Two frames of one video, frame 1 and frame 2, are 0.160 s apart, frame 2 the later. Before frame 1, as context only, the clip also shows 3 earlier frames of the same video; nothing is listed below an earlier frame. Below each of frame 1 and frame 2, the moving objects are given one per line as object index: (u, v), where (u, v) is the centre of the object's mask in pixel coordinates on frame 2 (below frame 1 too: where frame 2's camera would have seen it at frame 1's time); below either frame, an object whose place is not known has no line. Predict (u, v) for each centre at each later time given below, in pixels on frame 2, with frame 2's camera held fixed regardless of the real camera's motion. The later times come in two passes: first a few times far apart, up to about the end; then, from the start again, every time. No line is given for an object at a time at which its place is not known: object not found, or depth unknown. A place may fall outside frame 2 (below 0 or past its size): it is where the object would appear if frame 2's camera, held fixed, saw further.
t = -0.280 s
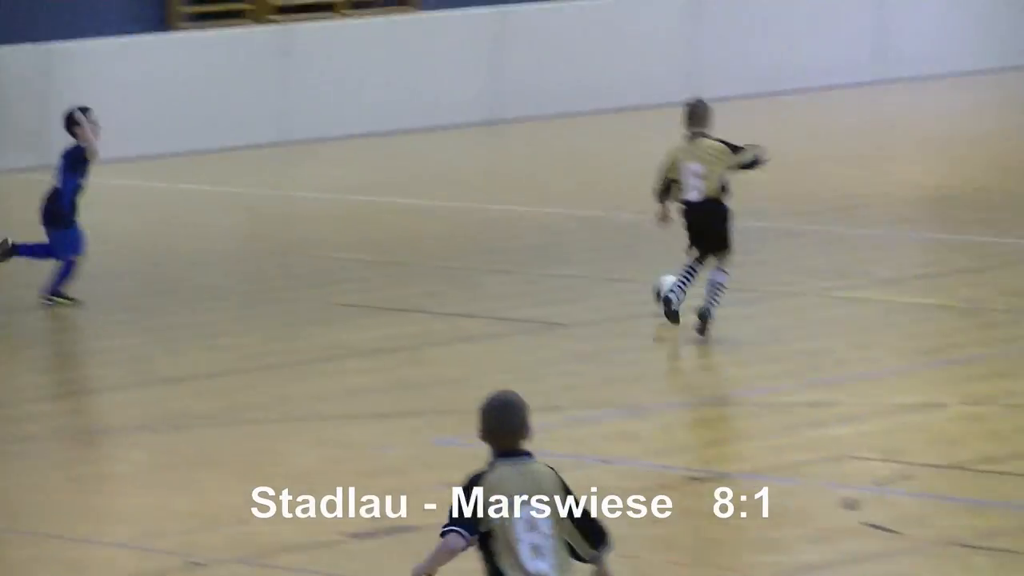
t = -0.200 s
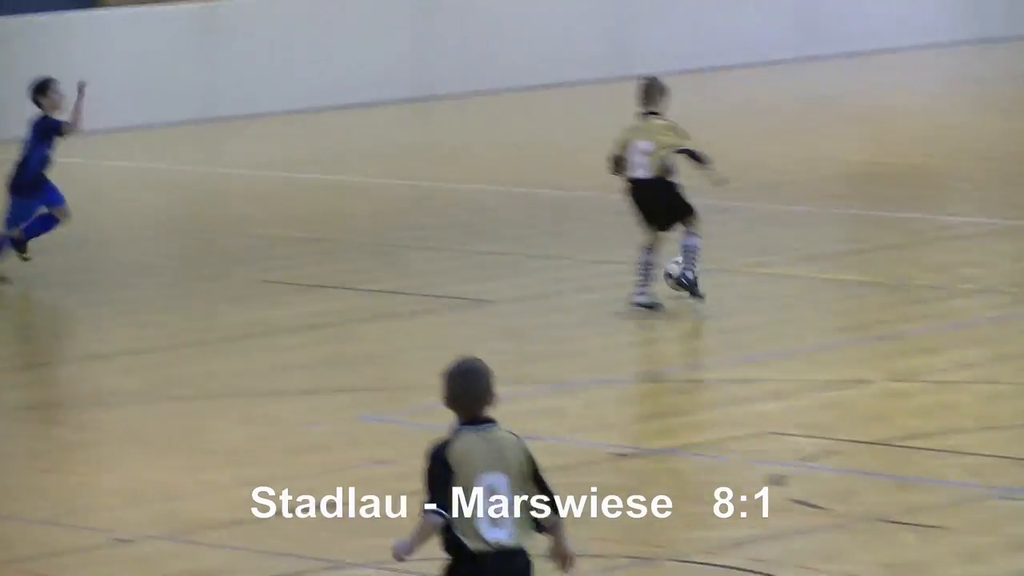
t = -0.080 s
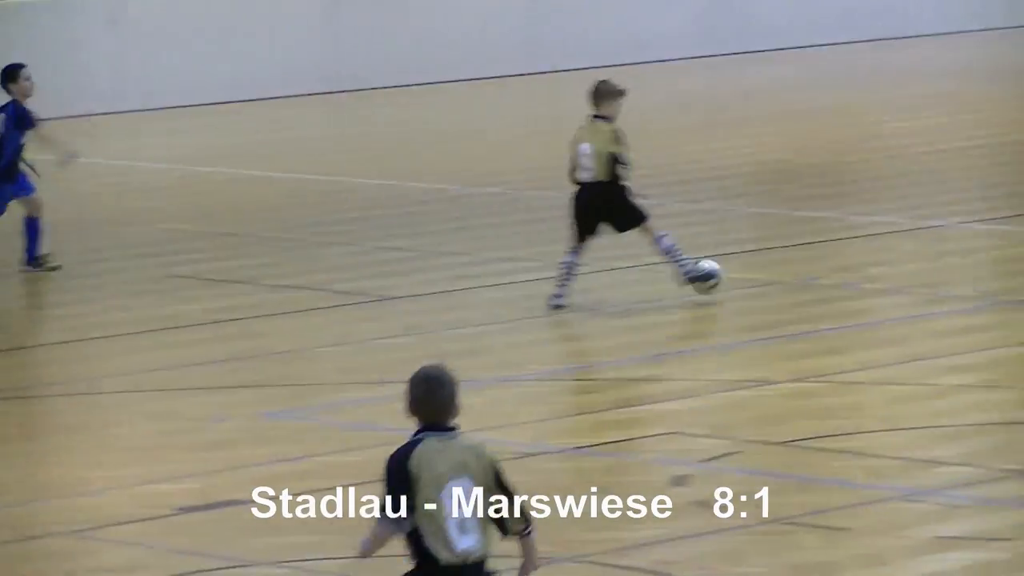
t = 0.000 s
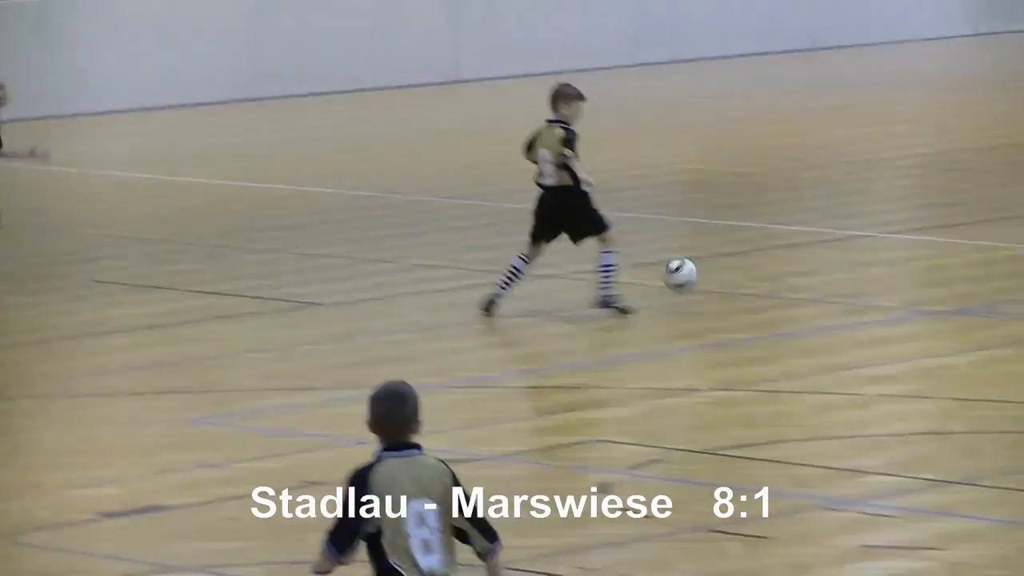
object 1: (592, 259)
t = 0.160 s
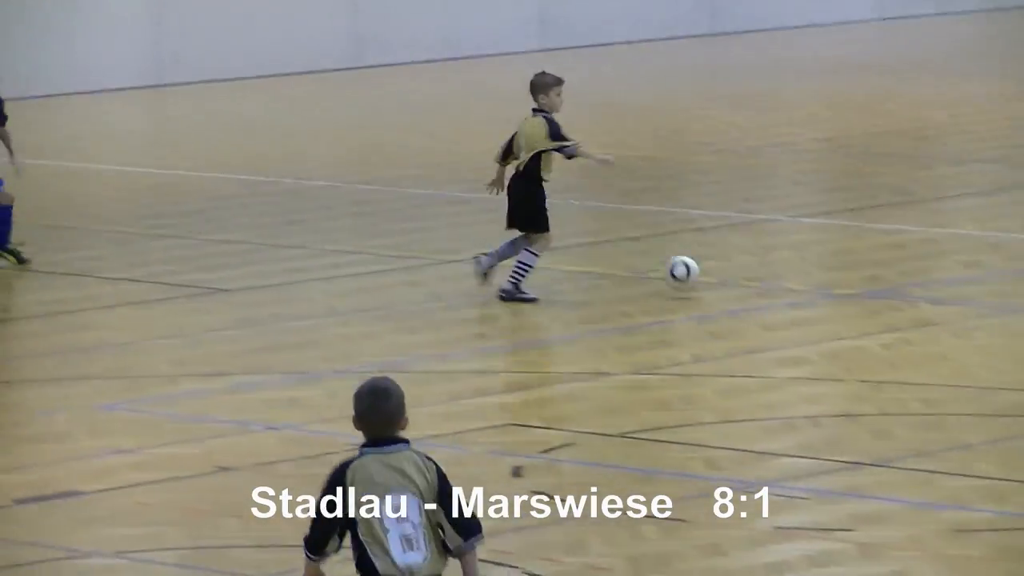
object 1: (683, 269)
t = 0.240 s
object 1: (730, 274)
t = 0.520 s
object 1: (903, 278)
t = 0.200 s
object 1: (705, 281)
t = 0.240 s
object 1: (730, 274)
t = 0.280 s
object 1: (756, 269)
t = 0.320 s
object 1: (784, 267)
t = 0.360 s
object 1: (809, 270)
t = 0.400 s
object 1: (832, 276)
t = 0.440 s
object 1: (853, 283)
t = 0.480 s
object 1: (881, 283)
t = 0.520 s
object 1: (903, 278)
